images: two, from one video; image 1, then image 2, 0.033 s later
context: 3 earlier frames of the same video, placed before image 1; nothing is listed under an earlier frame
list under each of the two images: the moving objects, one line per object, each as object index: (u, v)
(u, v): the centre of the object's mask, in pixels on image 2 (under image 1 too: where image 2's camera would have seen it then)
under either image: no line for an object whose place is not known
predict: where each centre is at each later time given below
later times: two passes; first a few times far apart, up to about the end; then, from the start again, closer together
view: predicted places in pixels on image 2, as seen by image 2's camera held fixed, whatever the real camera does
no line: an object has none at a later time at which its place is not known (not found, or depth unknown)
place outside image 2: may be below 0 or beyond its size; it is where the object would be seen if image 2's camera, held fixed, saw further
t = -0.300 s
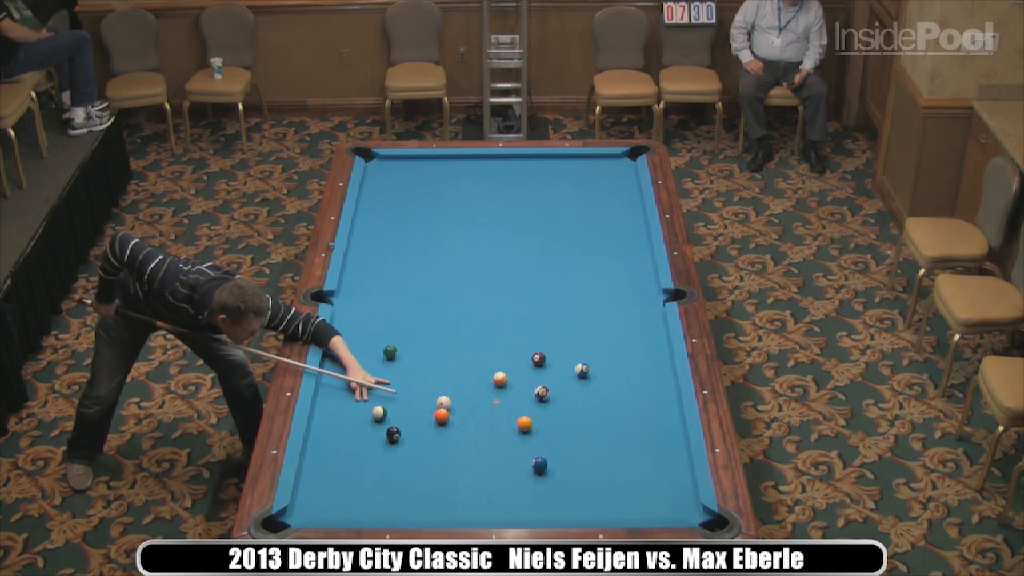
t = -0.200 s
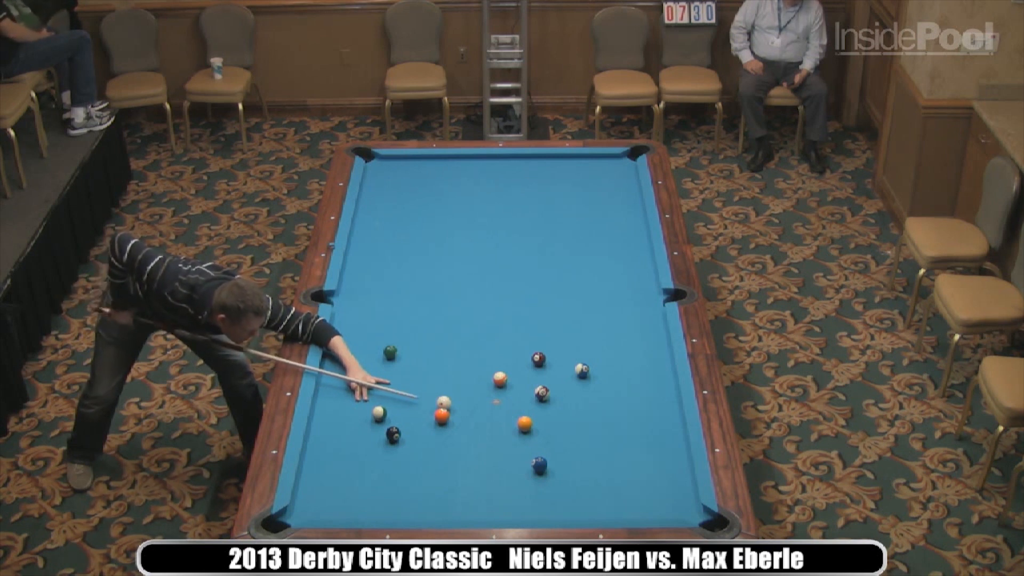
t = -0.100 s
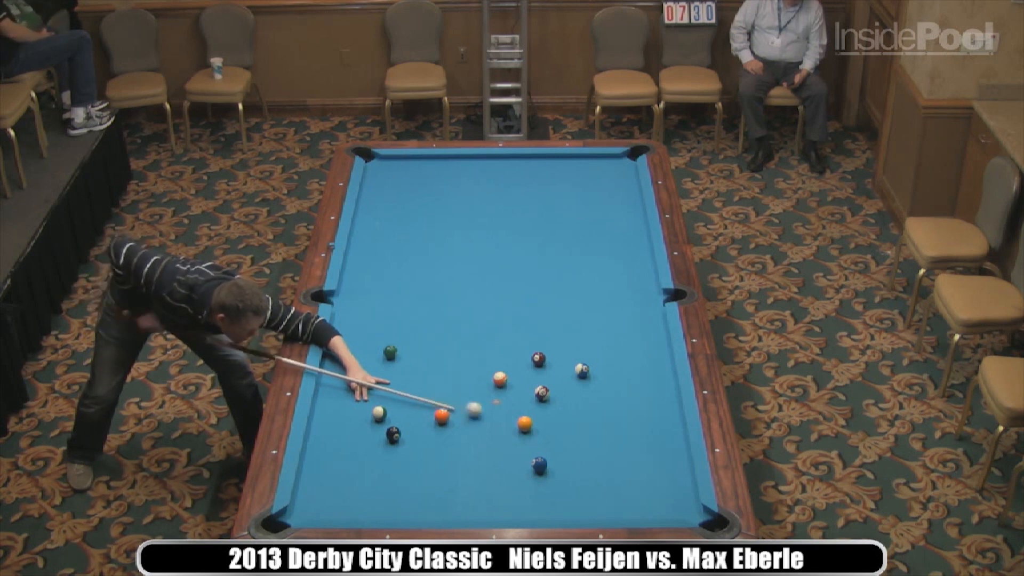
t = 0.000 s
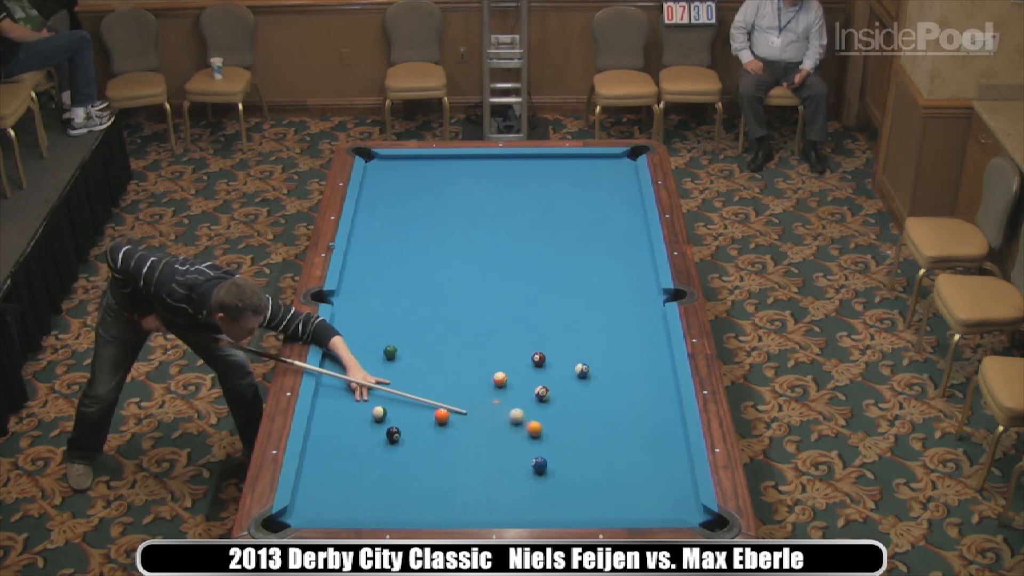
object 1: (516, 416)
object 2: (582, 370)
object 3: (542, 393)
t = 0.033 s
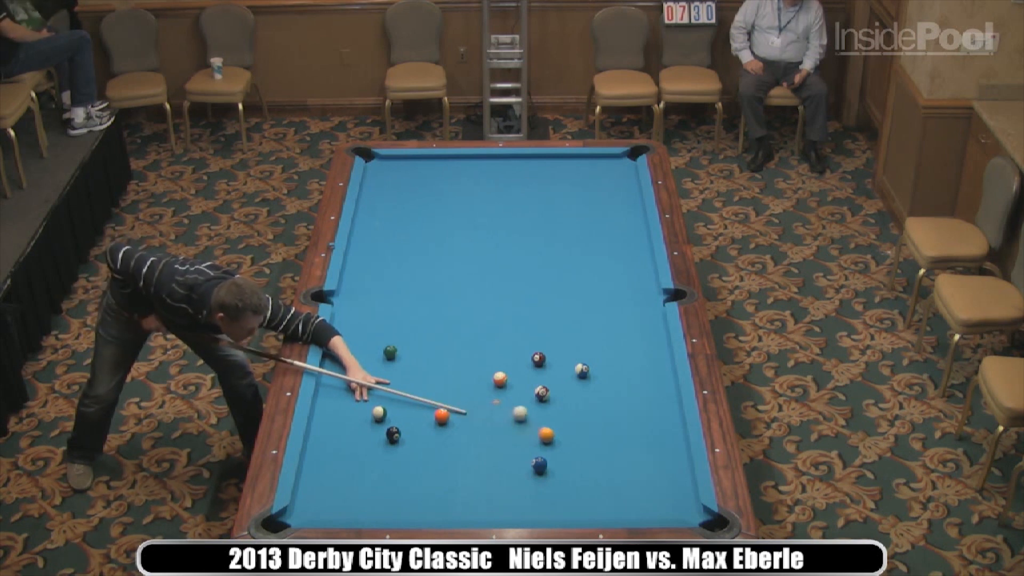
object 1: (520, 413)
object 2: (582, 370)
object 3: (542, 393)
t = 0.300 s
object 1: (535, 401)
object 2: (582, 370)
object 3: (546, 390)
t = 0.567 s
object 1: (539, 397)
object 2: (582, 370)
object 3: (557, 381)
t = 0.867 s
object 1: (542, 394)
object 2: (582, 370)
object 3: (568, 372)
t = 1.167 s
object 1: (545, 393)
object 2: (589, 369)
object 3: (568, 365)
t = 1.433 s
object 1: (546, 392)
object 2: (594, 368)
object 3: (568, 360)
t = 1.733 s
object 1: (547, 391)
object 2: (597, 368)
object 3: (569, 355)
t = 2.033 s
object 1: (547, 391)
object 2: (600, 368)
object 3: (568, 352)
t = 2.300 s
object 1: (547, 391)
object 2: (600, 367)
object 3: (568, 349)
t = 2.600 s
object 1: (547, 391)
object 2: (600, 368)
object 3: (567, 348)
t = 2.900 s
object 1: (547, 391)
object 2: (600, 368)
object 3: (567, 347)
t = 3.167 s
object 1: (547, 391)
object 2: (600, 367)
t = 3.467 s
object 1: (547, 391)
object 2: (600, 367)
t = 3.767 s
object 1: (547, 392)
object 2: (600, 367)
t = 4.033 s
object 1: (549, 391)
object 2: (600, 368)
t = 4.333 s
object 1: (547, 392)
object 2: (600, 368)
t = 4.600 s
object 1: (547, 392)
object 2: (600, 368)
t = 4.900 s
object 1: (547, 392)
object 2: (600, 368)
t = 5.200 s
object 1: (547, 392)
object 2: (600, 368)
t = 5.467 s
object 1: (547, 392)
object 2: (600, 368)
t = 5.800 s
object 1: (547, 392)
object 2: (600, 368)
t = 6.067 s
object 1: (547, 392)
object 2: (600, 368)
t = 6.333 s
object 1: (547, 392)
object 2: (600, 368)
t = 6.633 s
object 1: (547, 392)
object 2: (600, 368)
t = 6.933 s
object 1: (547, 392)
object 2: (600, 368)
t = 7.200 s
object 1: (547, 392)
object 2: (600, 368)
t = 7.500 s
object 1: (547, 392)
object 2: (600, 367)
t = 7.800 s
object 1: (547, 391)
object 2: (600, 367)
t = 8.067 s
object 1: (547, 392)
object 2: (600, 367)
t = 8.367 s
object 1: (547, 391)
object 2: (600, 367)
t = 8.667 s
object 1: (547, 392)
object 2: (600, 367)
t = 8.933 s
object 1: (547, 391)
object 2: (600, 367)
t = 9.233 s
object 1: (547, 391)
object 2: (600, 367)
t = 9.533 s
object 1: (547, 392)
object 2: (600, 367)
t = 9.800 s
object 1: (547, 391)
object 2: (600, 367)
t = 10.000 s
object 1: (547, 391)
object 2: (600, 367)
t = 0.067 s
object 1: (523, 411)
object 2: (582, 370)
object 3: (542, 393)
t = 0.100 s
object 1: (525, 409)
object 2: (582, 370)
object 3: (542, 393)
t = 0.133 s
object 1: (527, 407)
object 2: (582, 370)
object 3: (542, 393)
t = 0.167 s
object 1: (529, 405)
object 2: (582, 370)
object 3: (542, 393)
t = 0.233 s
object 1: (534, 401)
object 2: (582, 370)
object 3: (543, 392)
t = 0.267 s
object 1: (535, 401)
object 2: (582, 370)
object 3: (544, 391)
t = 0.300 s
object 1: (535, 401)
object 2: (582, 370)
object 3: (546, 390)
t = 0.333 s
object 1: (535, 400)
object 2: (582, 370)
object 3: (547, 389)
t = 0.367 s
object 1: (536, 399)
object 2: (582, 370)
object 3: (548, 388)
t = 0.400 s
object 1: (537, 399)
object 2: (582, 370)
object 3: (549, 387)
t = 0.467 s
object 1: (537, 398)
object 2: (582, 370)
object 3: (552, 384)
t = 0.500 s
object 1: (538, 398)
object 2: (582, 370)
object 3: (554, 383)
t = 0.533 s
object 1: (538, 397)
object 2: (582, 370)
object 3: (555, 382)
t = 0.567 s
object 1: (539, 397)
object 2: (582, 370)
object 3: (557, 381)
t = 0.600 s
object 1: (539, 397)
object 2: (582, 370)
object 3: (558, 380)
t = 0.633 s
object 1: (539, 396)
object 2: (582, 370)
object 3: (559, 379)
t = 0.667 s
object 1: (540, 396)
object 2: (582, 370)
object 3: (561, 378)
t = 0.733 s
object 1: (541, 395)
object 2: (582, 370)
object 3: (563, 376)
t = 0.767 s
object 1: (541, 395)
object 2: (582, 370)
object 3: (564, 375)
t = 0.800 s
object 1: (541, 395)
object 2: (582, 370)
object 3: (566, 374)
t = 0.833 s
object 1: (542, 395)
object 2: (582, 370)
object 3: (566, 373)
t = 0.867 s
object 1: (542, 394)
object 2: (582, 370)
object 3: (568, 372)
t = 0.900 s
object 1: (542, 394)
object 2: (583, 370)
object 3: (568, 371)
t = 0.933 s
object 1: (543, 394)
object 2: (583, 370)
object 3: (568, 370)
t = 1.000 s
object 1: (544, 393)
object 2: (585, 370)
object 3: (568, 369)
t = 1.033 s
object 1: (544, 393)
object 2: (586, 369)
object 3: (568, 368)
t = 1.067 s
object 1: (544, 393)
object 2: (587, 369)
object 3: (568, 367)
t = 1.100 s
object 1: (544, 393)
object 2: (587, 369)
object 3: (568, 366)
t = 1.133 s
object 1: (545, 393)
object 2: (588, 369)
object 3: (568, 366)
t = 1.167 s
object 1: (545, 393)
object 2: (589, 369)
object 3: (568, 365)
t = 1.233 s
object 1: (545, 392)
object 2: (590, 369)
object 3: (568, 364)
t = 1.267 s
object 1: (545, 392)
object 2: (591, 369)
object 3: (568, 363)
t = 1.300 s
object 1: (545, 392)
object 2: (592, 368)
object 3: (568, 362)
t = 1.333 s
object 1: (546, 392)
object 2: (592, 368)
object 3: (568, 362)
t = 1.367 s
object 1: (546, 392)
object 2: (593, 368)
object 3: (569, 361)
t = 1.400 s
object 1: (546, 392)
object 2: (593, 368)
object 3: (568, 361)
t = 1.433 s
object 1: (546, 392)
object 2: (594, 368)
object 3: (568, 360)
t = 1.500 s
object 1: (546, 392)
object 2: (595, 368)
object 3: (568, 359)
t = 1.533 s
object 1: (546, 392)
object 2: (595, 368)
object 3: (569, 358)
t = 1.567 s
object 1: (546, 392)
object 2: (596, 368)
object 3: (568, 358)
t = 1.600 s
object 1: (547, 392)
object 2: (596, 368)
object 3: (569, 357)
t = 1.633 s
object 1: (546, 392)
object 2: (597, 368)
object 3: (568, 357)
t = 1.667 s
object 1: (546, 391)
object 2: (597, 368)
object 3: (569, 356)
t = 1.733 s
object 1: (547, 391)
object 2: (597, 368)
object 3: (569, 355)
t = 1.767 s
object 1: (547, 391)
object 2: (598, 368)
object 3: (568, 355)
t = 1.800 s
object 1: (547, 391)
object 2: (598, 368)
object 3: (568, 354)
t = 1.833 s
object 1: (547, 391)
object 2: (598, 368)
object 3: (568, 354)
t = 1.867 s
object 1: (546, 392)
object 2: (599, 368)
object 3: (568, 354)
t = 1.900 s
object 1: (547, 391)
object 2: (599, 367)
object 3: (568, 353)
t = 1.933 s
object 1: (547, 391)
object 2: (599, 368)
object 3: (568, 353)
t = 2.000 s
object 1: (547, 391)
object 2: (599, 368)
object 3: (568, 352)
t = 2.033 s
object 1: (547, 391)
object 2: (600, 368)
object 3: (568, 352)
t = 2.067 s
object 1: (547, 391)
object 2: (600, 368)
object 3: (568, 351)
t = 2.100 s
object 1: (547, 391)
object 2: (600, 367)
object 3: (568, 351)
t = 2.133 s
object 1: (547, 391)
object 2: (600, 368)
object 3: (568, 351)
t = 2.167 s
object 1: (547, 391)
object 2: (600, 367)
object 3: (568, 350)
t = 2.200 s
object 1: (547, 391)
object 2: (600, 368)
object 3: (568, 350)
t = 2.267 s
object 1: (547, 391)
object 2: (600, 367)
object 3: (568, 350)
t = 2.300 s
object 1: (547, 391)
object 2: (600, 367)
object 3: (568, 349)
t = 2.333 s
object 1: (547, 391)
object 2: (600, 367)
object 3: (568, 349)
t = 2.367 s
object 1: (547, 391)
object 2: (600, 367)
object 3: (568, 349)
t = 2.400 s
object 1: (547, 391)
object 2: (600, 368)
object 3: (568, 349)
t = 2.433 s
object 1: (547, 391)
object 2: (600, 367)
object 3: (568, 349)
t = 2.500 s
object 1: (547, 391)
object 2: (600, 367)
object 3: (568, 348)
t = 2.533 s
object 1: (547, 391)
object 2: (600, 367)
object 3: (567, 348)
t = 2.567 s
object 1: (547, 391)
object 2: (600, 367)
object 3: (567, 348)
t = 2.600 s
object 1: (547, 391)
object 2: (600, 368)
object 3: (567, 348)
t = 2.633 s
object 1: (547, 391)
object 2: (600, 368)
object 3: (567, 348)
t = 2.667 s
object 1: (547, 391)
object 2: (600, 368)
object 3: (567, 348)
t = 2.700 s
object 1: (547, 391)
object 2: (600, 368)
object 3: (567, 347)
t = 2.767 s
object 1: (547, 391)
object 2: (600, 367)
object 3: (567, 347)
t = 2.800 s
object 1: (547, 391)
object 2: (600, 367)
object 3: (567, 347)
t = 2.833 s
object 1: (547, 391)
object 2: (600, 368)
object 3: (567, 347)
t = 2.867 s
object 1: (547, 391)
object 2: (600, 367)
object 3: (567, 347)
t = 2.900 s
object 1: (547, 391)
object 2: (600, 368)
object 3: (567, 347)
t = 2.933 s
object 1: (547, 391)
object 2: (600, 367)
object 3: (567, 347)
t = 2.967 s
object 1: (547, 391)
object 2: (600, 367)
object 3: (566, 347)
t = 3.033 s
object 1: (547, 391)
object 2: (600, 367)
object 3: (566, 346)
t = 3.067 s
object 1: (547, 391)
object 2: (600, 367)
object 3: (566, 347)
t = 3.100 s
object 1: (547, 391)
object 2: (600, 367)
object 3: (566, 347)
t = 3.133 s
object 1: (547, 391)
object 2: (600, 367)
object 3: (566, 347)
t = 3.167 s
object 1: (547, 391)
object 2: (600, 367)
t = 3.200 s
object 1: (547, 391)
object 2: (600, 367)
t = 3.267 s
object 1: (547, 391)
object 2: (600, 367)
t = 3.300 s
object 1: (547, 391)
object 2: (600, 367)
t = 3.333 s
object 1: (547, 391)
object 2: (600, 367)
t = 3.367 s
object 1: (547, 391)
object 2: (600, 367)
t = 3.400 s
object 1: (547, 391)
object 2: (600, 367)
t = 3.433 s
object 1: (547, 391)
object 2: (600, 367)
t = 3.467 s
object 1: (547, 391)
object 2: (600, 367)
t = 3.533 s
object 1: (547, 391)
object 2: (600, 367)
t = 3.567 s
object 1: (547, 391)
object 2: (600, 367)
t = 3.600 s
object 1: (547, 391)
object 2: (600, 367)
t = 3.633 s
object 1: (547, 391)
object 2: (600, 367)
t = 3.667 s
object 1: (547, 391)
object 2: (600, 367)
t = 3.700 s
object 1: (547, 391)
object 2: (600, 367)
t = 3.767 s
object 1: (547, 392)
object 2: (600, 367)
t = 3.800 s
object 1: (547, 391)
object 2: (600, 367)
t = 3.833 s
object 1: (547, 392)
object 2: (600, 367)
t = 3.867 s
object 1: (547, 391)
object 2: (600, 367)
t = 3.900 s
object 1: (547, 392)
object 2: (600, 367)
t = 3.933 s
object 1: (547, 391)
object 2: (600, 367)
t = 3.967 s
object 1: (547, 392)
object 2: (600, 367)
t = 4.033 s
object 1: (549, 391)
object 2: (600, 368)
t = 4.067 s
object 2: (600, 367)
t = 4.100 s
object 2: (600, 367)
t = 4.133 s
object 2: (600, 367)
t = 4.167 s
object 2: (600, 367)
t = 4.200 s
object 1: (546, 391)
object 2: (602, 365)
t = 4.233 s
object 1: (547, 391)
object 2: (600, 363)
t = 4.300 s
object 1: (547, 391)
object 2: (600, 367)
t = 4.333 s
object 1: (547, 392)
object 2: (600, 368)
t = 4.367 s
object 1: (547, 392)
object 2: (600, 368)
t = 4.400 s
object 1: (547, 392)
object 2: (600, 368)
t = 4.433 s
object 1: (547, 392)
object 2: (600, 368)
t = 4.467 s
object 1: (547, 392)
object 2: (600, 368)
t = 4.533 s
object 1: (547, 392)
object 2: (600, 368)
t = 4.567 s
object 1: (547, 392)
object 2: (600, 368)
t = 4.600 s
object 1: (547, 392)
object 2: (600, 368)
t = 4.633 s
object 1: (547, 392)
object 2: (600, 368)
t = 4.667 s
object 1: (547, 392)
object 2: (600, 368)
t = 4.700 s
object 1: (547, 392)
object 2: (600, 368)
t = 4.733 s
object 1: (547, 392)
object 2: (600, 368)
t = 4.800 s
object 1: (547, 392)
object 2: (600, 368)
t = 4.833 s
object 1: (547, 392)
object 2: (600, 368)
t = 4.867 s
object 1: (547, 392)
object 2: (600, 368)
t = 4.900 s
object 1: (547, 392)
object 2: (600, 368)
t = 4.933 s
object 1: (547, 392)
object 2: (600, 368)
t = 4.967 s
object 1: (547, 392)
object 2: (600, 367)
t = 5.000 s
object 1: (547, 392)
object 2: (600, 368)
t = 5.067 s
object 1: (547, 392)
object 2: (600, 368)
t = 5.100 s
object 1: (547, 392)
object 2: (600, 368)
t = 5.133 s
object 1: (547, 392)
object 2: (600, 368)
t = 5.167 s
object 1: (547, 392)
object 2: (600, 368)
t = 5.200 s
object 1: (547, 392)
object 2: (600, 368)
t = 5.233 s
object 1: (547, 392)
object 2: (600, 368)
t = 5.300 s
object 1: (547, 392)
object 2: (600, 368)
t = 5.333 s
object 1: (547, 392)
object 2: (600, 368)
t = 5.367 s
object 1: (547, 392)
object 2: (600, 368)
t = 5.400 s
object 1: (547, 392)
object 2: (600, 368)
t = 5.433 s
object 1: (547, 392)
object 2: (600, 368)
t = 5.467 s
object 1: (547, 392)
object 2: (600, 368)
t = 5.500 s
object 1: (547, 392)
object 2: (600, 368)
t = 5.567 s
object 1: (547, 392)
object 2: (600, 368)
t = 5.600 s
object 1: (547, 392)
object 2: (600, 368)
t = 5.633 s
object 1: (547, 392)
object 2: (600, 368)
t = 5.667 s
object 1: (547, 392)
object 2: (600, 368)
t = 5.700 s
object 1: (547, 392)
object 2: (600, 368)
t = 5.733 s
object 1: (547, 392)
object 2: (600, 368)
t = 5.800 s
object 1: (547, 392)
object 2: (600, 368)
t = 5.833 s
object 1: (547, 392)
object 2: (600, 368)
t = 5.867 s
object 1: (547, 392)
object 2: (600, 368)
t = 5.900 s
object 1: (547, 392)
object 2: (600, 368)
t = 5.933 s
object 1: (547, 392)
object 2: (600, 368)
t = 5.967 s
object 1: (547, 392)
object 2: (600, 368)
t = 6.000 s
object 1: (547, 392)
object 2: (600, 368)
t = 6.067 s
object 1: (547, 392)
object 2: (600, 368)
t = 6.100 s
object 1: (547, 392)
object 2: (600, 368)
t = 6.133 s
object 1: (547, 392)
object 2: (600, 368)
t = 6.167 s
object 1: (547, 392)
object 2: (600, 368)
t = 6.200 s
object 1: (547, 392)
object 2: (600, 368)
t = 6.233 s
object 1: (547, 392)
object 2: (600, 368)
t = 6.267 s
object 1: (547, 392)
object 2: (600, 368)
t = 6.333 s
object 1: (547, 392)
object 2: (600, 368)
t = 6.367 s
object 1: (547, 392)
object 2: (600, 368)
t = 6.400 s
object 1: (547, 392)
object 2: (600, 368)
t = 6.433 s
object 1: (547, 392)
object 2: (600, 368)
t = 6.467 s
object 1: (547, 392)
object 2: (600, 368)
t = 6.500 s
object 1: (547, 392)
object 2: (600, 368)
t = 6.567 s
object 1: (547, 392)
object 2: (600, 368)
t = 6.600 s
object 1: (547, 392)
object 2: (600, 368)
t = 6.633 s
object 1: (547, 392)
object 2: (600, 368)
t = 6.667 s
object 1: (547, 392)
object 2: (600, 368)
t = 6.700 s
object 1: (547, 392)
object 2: (600, 368)
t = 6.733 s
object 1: (547, 392)
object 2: (600, 368)
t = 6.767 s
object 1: (547, 392)
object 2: (600, 368)
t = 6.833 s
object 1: (547, 391)
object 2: (600, 368)
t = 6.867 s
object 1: (547, 392)
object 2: (600, 368)
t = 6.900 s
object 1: (547, 391)
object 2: (600, 368)
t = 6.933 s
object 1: (547, 392)
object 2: (600, 368)
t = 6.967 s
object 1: (547, 392)
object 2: (600, 368)
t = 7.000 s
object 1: (547, 391)
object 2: (600, 368)
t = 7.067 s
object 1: (547, 392)
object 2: (600, 368)
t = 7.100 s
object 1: (547, 391)
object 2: (600, 368)
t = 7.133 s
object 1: (547, 392)
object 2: (600, 368)
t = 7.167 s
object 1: (547, 392)
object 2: (600, 368)
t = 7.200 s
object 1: (547, 392)
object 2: (600, 368)
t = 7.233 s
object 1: (547, 392)
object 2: (600, 368)
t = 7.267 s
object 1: (547, 392)
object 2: (600, 368)
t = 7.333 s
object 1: (547, 391)
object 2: (600, 367)
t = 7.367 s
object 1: (547, 392)
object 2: (600, 367)
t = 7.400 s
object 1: (547, 392)
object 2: (600, 367)
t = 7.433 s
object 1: (547, 392)
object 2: (600, 367)
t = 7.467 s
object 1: (547, 391)
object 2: (600, 367)
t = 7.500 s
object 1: (547, 392)
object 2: (600, 367)
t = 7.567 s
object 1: (547, 392)
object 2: (600, 367)
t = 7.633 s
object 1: (547, 392)
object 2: (600, 367)
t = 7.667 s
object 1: (547, 392)
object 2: (600, 367)
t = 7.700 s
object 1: (547, 391)
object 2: (600, 367)
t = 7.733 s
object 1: (547, 392)
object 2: (600, 367)
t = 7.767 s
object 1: (547, 392)
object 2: (600, 367)
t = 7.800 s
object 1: (547, 391)
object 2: (600, 367)
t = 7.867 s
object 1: (547, 392)
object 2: (600, 367)
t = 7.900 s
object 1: (547, 392)
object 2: (600, 367)
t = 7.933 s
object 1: (547, 392)
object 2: (600, 367)
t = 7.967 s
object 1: (547, 391)
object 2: (600, 367)
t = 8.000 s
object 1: (547, 392)
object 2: (600, 367)
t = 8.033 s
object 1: (547, 391)
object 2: (600, 367)
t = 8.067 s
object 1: (547, 392)
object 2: (600, 367)
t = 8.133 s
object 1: (547, 391)
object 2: (600, 367)
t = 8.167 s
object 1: (547, 392)
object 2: (600, 367)
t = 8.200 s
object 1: (547, 392)
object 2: (600, 367)
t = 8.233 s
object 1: (547, 392)
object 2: (600, 367)
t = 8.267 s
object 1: (547, 392)
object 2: (600, 367)
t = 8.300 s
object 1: (547, 392)
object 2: (600, 367)
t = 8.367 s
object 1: (547, 391)
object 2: (600, 367)
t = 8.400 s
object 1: (547, 392)
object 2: (600, 367)
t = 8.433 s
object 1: (547, 391)
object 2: (600, 367)
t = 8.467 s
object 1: (547, 392)
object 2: (600, 367)
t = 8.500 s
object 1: (547, 392)
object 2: (600, 367)
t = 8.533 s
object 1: (547, 392)
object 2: (600, 367)
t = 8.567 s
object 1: (547, 392)
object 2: (600, 367)
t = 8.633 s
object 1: (547, 391)
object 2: (600, 367)
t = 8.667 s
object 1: (547, 392)
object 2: (600, 367)
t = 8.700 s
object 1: (547, 392)
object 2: (600, 367)
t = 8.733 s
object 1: (547, 391)
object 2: (600, 367)
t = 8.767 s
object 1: (547, 392)
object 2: (600, 367)
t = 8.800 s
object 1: (547, 392)
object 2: (600, 367)
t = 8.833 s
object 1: (547, 392)
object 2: (600, 367)
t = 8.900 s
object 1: (547, 392)
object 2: (600, 367)
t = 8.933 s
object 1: (547, 391)
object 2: (600, 367)
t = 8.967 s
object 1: (547, 391)
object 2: (600, 367)
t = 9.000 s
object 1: (547, 392)
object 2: (600, 367)
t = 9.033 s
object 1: (547, 391)
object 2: (600, 367)
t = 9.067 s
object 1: (547, 392)
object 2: (600, 367)
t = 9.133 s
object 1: (547, 391)
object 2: (600, 367)
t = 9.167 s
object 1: (547, 391)
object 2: (600, 367)
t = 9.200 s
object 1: (547, 392)
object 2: (600, 367)
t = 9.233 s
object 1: (547, 391)
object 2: (600, 367)
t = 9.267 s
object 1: (547, 391)
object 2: (600, 367)
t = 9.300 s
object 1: (547, 391)
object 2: (600, 367)
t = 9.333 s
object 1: (547, 392)
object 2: (600, 367)
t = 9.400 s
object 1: (547, 391)
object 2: (600, 367)
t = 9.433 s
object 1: (547, 391)
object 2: (600, 367)
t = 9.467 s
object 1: (547, 392)
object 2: (600, 367)
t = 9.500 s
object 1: (547, 392)
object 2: (600, 367)
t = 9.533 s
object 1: (547, 392)
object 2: (600, 367)
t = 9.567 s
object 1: (547, 391)
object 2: (600, 367)
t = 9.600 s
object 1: (547, 391)
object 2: (600, 367)
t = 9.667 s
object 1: (547, 392)
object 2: (600, 367)
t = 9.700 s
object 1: (547, 392)
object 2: (600, 367)
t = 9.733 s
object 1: (547, 392)
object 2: (600, 367)
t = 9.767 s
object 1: (547, 391)
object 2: (600, 367)
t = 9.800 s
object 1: (547, 391)
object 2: (600, 367)
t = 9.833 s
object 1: (547, 391)
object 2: (600, 367)
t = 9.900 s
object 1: (547, 392)
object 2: (600, 367)
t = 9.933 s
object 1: (547, 392)
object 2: (600, 367)
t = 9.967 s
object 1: (547, 392)
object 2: (600, 367)
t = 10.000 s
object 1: (547, 391)
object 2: (600, 367)
